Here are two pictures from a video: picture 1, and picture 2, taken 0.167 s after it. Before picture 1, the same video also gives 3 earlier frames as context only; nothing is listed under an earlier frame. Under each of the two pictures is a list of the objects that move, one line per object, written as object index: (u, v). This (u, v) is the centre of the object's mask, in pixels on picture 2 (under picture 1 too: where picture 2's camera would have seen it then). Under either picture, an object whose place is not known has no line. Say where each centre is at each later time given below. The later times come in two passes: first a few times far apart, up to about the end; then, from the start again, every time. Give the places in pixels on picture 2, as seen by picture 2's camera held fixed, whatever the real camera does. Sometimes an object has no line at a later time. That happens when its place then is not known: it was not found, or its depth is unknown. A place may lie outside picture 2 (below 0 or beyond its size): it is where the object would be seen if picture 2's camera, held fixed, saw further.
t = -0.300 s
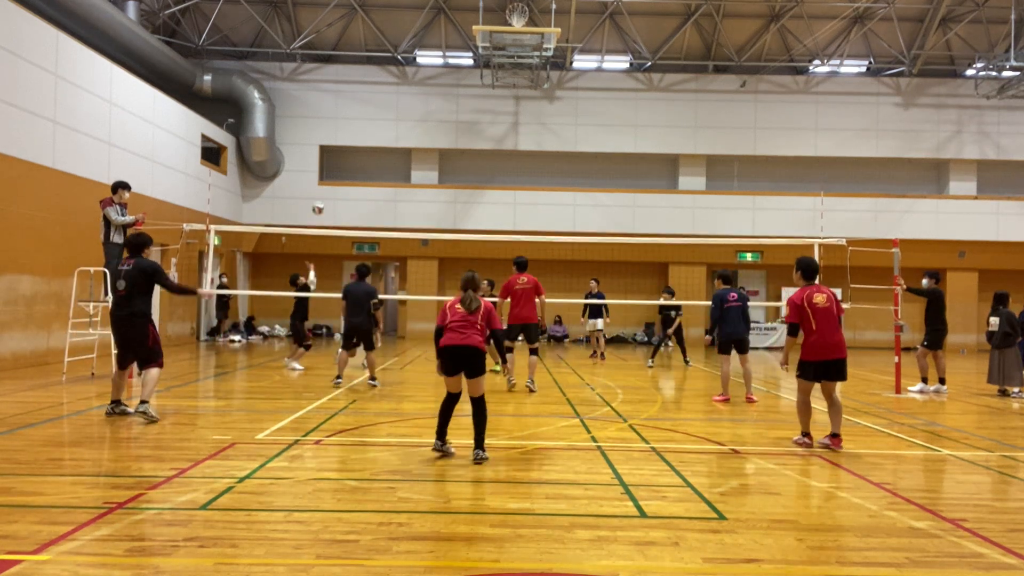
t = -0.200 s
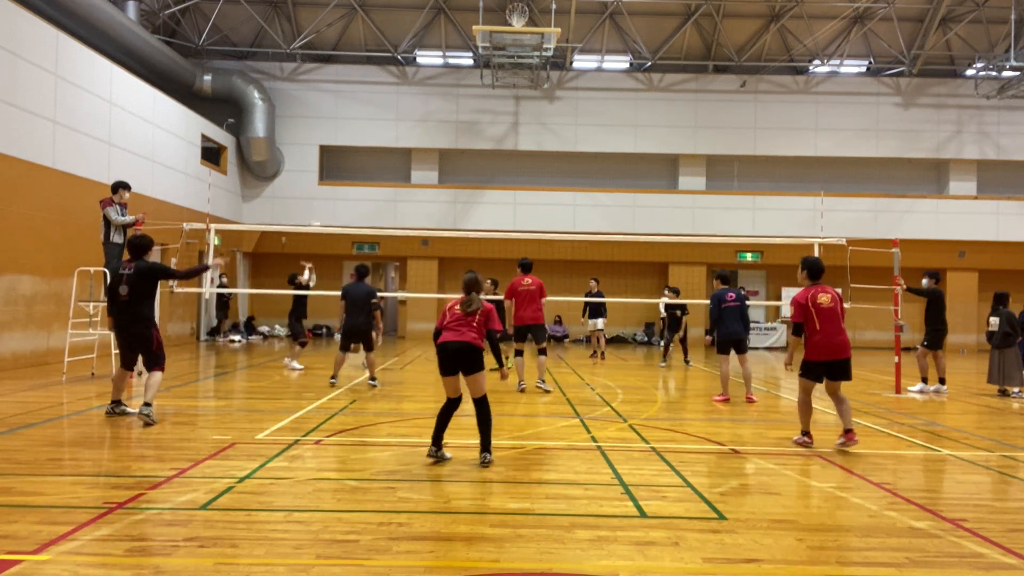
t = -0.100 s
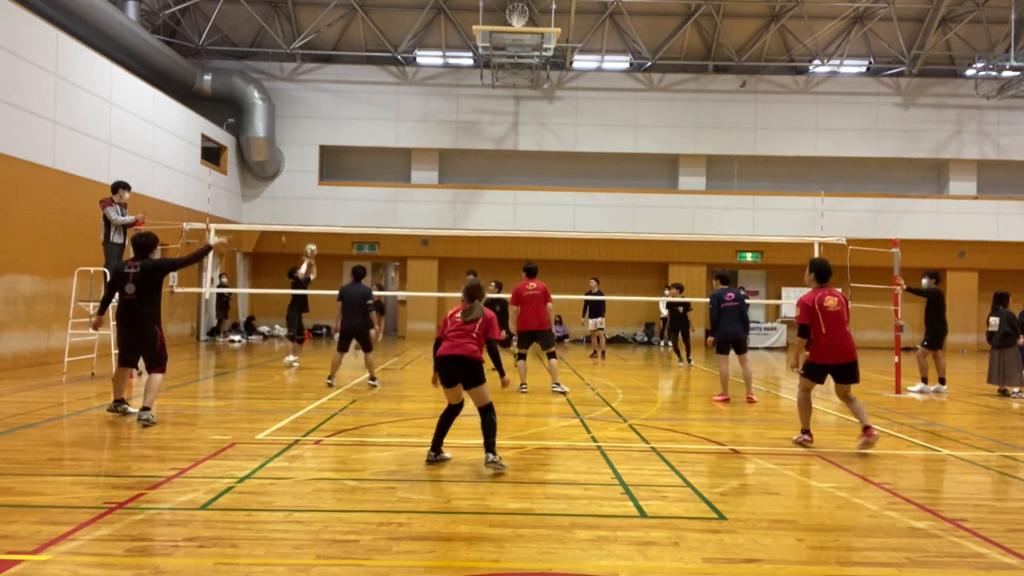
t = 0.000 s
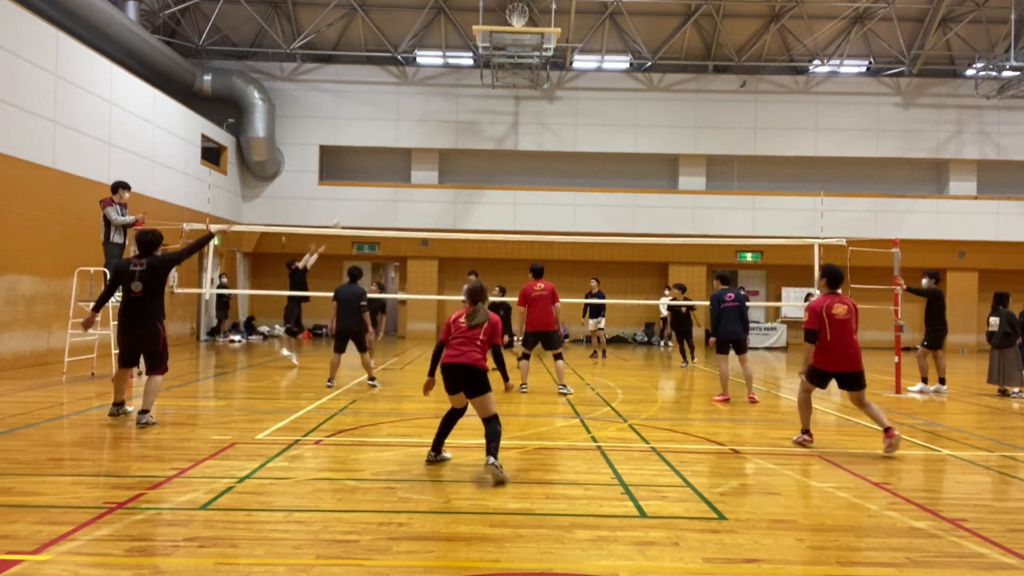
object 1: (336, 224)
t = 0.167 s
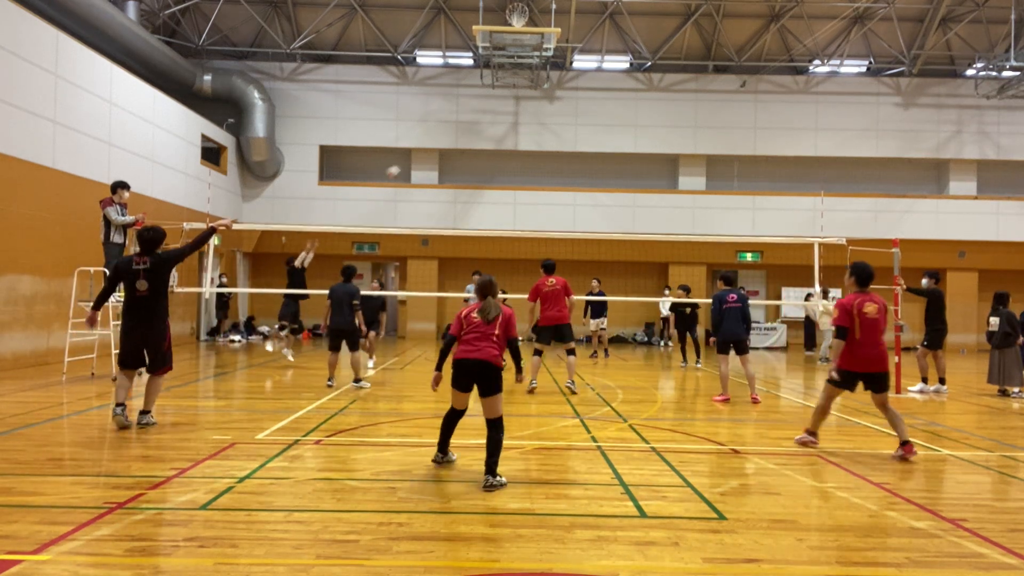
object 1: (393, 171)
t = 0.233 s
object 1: (415, 156)
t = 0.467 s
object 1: (488, 121)
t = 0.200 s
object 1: (404, 163)
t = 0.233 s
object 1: (415, 156)
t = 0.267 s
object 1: (426, 148)
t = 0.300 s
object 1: (436, 142)
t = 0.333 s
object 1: (447, 136)
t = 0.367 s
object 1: (457, 132)
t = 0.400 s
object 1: (467, 127)
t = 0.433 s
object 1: (477, 124)
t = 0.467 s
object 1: (488, 121)
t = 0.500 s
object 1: (498, 118)
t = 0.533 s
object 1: (508, 116)
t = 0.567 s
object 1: (518, 115)
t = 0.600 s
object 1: (528, 115)
